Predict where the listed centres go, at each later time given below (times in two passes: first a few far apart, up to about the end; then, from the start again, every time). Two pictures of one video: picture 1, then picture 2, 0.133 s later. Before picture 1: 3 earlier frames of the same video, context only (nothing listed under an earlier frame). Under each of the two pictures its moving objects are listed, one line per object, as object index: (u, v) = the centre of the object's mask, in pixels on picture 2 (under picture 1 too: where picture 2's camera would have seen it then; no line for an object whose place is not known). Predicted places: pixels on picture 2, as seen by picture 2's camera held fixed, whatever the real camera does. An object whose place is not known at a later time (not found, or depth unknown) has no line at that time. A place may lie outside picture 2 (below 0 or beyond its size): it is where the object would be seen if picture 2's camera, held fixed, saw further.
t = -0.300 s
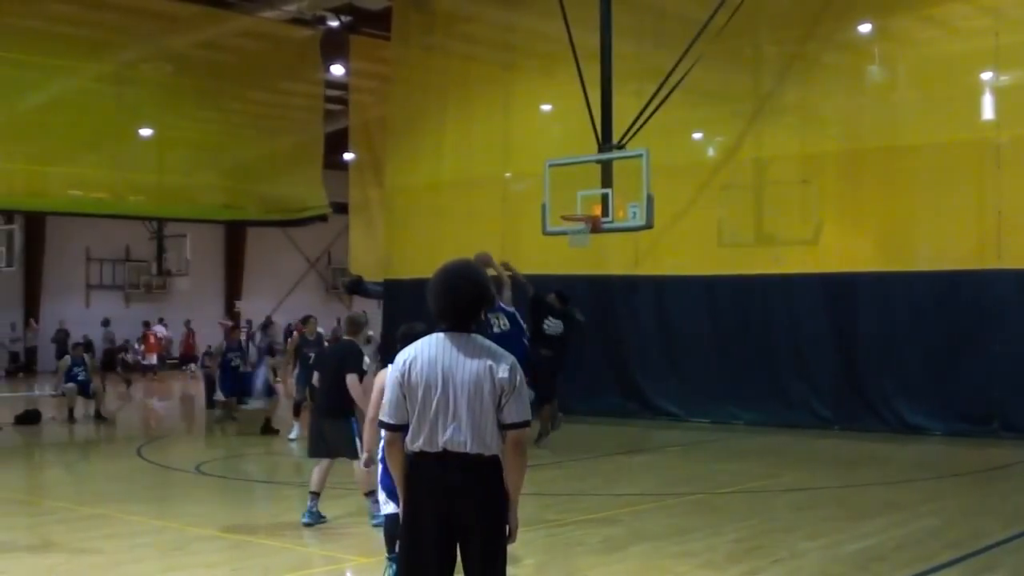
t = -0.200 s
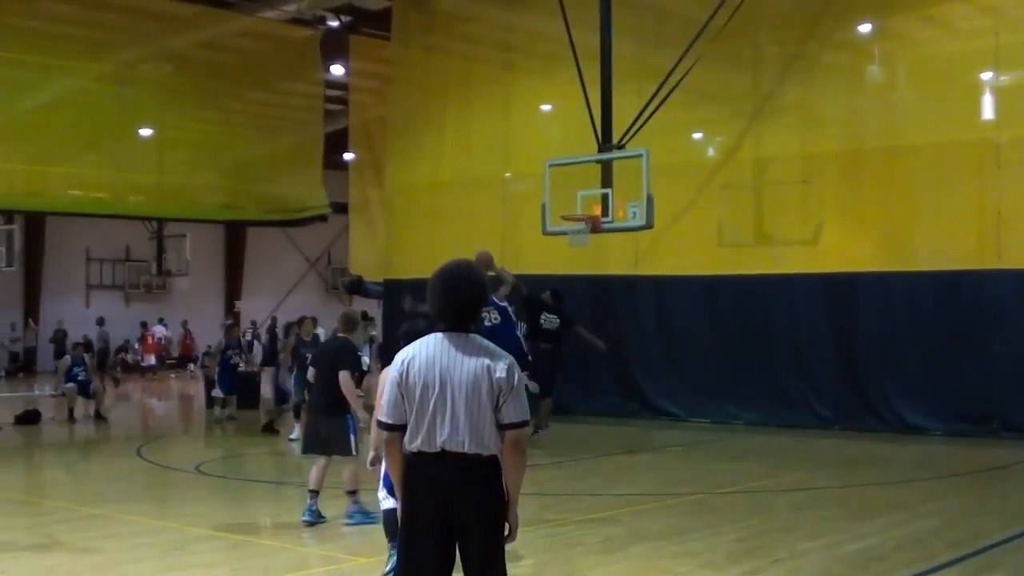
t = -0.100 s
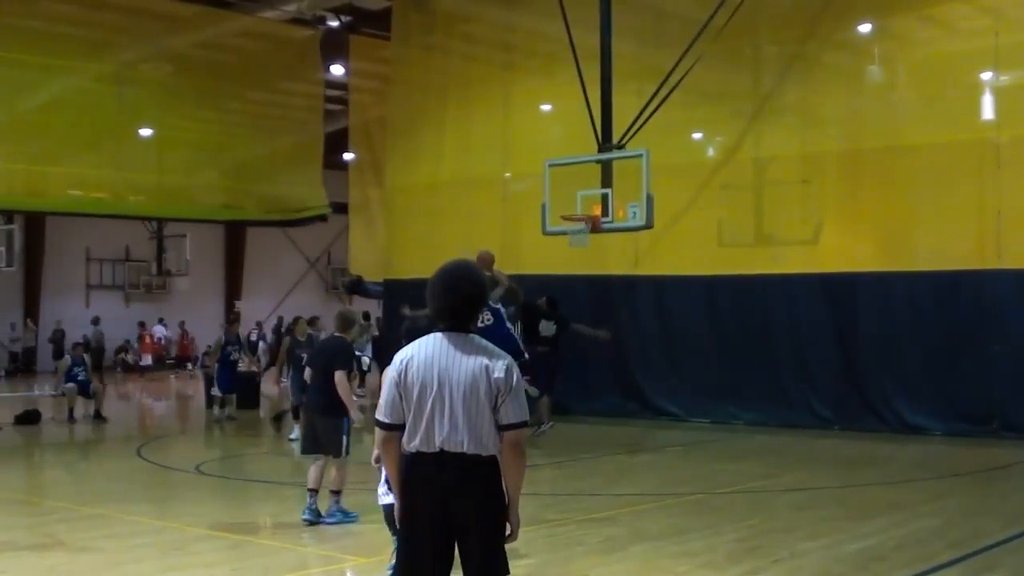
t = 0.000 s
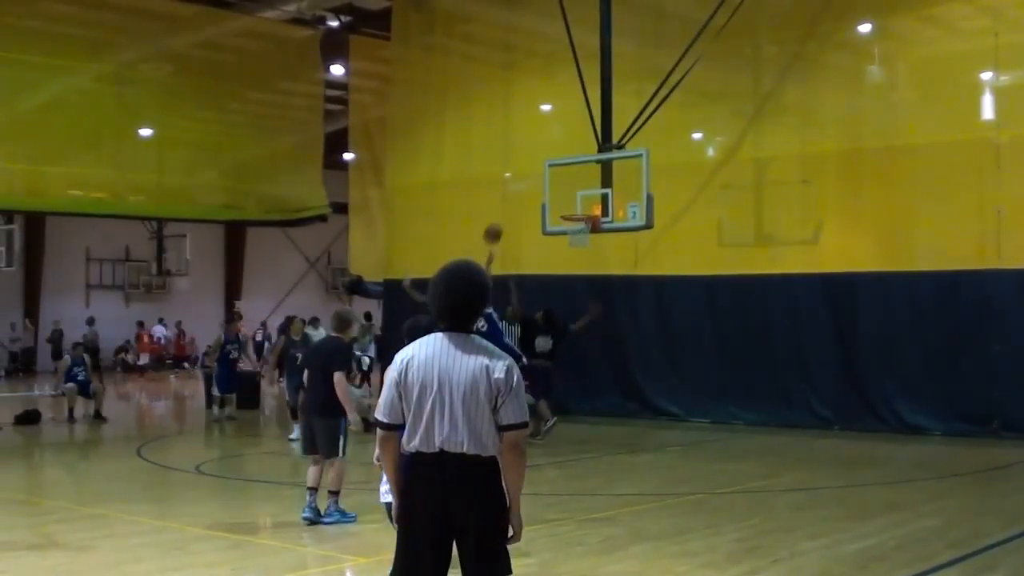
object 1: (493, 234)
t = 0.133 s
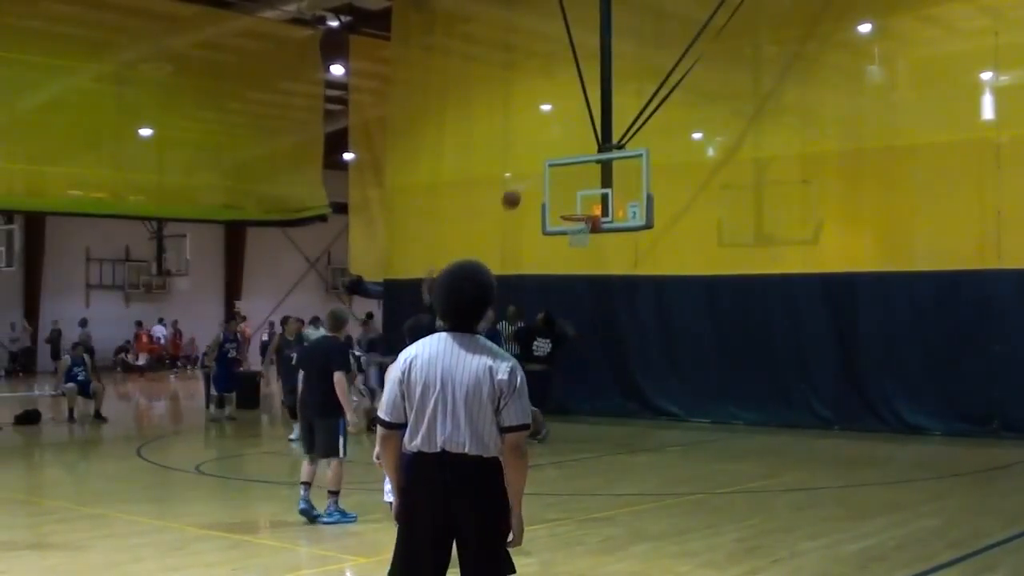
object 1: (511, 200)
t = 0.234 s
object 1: (525, 183)
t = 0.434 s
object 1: (551, 173)
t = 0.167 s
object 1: (515, 193)
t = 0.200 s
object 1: (520, 188)
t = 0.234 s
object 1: (525, 183)
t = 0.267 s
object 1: (529, 179)
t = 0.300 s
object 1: (533, 176)
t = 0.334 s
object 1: (538, 174)
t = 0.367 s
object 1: (542, 173)
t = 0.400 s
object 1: (546, 173)
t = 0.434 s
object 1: (551, 173)
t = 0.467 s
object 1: (555, 174)
